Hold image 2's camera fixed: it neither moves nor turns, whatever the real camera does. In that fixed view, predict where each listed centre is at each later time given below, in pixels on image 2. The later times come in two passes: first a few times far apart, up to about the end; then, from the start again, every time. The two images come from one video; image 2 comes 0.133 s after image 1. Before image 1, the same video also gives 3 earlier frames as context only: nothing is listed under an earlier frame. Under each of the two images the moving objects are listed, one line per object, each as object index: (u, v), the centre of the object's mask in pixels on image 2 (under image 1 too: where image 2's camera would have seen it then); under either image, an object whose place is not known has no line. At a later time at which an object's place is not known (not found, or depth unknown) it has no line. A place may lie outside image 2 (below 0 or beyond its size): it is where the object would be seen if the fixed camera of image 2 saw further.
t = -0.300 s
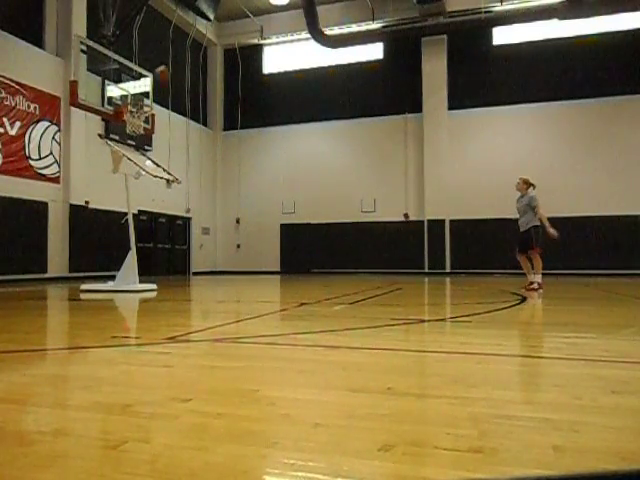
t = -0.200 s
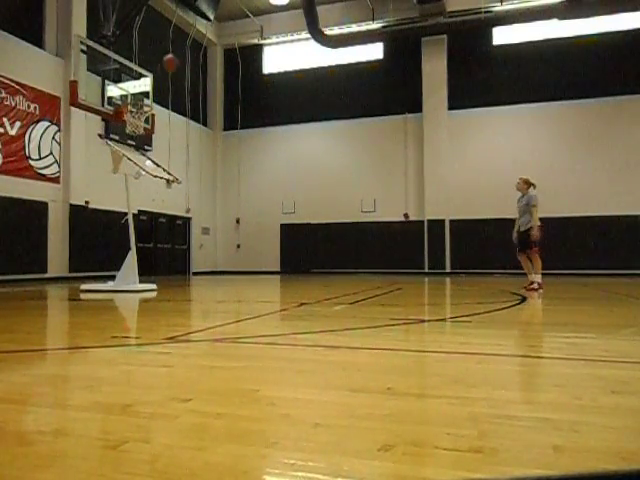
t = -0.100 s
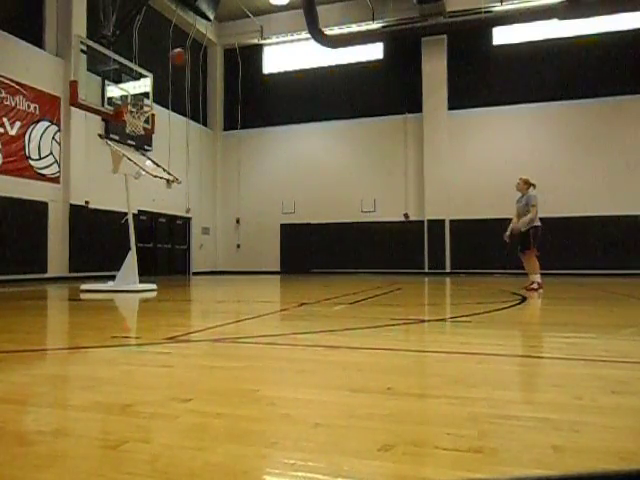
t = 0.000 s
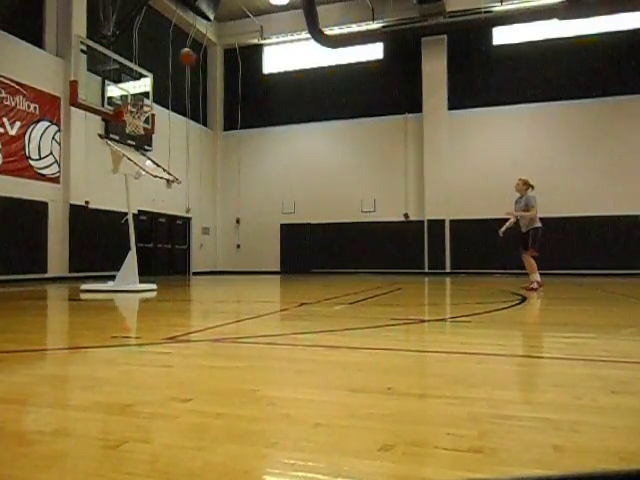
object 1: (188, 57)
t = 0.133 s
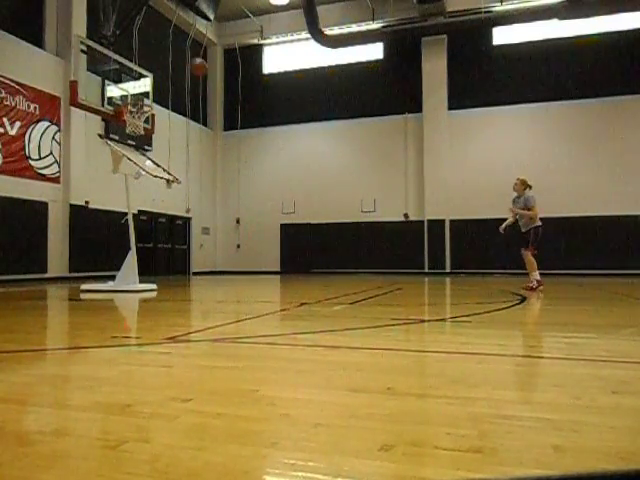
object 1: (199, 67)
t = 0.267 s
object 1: (212, 88)
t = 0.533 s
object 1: (239, 178)
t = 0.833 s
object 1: (266, 252)
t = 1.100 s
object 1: (276, 169)
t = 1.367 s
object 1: (286, 142)
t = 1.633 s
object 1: (296, 172)
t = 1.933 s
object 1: (309, 281)
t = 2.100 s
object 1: (317, 245)
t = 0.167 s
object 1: (201, 71)
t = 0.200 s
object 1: (205, 77)
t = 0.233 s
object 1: (208, 82)
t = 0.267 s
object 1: (212, 88)
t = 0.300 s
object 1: (215, 97)
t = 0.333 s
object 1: (218, 105)
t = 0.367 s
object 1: (223, 117)
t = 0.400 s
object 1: (225, 126)
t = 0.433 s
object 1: (229, 137)
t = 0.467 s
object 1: (232, 151)
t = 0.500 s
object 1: (236, 164)
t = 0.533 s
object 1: (239, 178)
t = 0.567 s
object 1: (243, 194)
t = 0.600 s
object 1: (247, 209)
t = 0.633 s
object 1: (251, 227)
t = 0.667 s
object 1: (255, 244)
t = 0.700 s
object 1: (258, 264)
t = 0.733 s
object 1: (263, 285)
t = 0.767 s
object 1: (264, 280)
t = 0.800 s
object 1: (265, 265)
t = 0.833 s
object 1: (266, 252)
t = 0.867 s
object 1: (267, 239)
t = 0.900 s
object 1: (269, 225)
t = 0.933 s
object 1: (270, 214)
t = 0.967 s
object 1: (271, 204)
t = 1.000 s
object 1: (272, 194)
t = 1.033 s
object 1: (274, 185)
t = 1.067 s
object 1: (275, 177)
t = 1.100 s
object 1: (276, 169)
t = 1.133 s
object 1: (277, 163)
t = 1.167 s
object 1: (278, 157)
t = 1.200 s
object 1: (280, 153)
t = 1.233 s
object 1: (281, 149)
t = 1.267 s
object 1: (282, 146)
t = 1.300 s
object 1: (283, 144)
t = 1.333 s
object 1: (284, 143)
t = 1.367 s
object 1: (286, 142)
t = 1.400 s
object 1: (287, 143)
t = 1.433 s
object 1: (288, 144)
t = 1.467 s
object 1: (290, 146)
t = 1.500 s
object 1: (291, 150)
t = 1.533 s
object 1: (292, 154)
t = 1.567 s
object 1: (293, 159)
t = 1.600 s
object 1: (295, 165)
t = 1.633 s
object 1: (296, 172)
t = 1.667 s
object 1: (298, 180)
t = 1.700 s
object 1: (299, 189)
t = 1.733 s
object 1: (300, 199)
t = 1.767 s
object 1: (302, 209)
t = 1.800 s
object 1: (303, 225)
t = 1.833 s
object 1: (305, 238)
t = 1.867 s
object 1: (306, 251)
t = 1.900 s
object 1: (307, 263)
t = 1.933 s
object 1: (309, 281)
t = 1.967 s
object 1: (311, 290)
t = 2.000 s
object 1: (312, 276)
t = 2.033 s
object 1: (314, 264)
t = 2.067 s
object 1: (316, 255)
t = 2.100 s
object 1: (317, 245)
